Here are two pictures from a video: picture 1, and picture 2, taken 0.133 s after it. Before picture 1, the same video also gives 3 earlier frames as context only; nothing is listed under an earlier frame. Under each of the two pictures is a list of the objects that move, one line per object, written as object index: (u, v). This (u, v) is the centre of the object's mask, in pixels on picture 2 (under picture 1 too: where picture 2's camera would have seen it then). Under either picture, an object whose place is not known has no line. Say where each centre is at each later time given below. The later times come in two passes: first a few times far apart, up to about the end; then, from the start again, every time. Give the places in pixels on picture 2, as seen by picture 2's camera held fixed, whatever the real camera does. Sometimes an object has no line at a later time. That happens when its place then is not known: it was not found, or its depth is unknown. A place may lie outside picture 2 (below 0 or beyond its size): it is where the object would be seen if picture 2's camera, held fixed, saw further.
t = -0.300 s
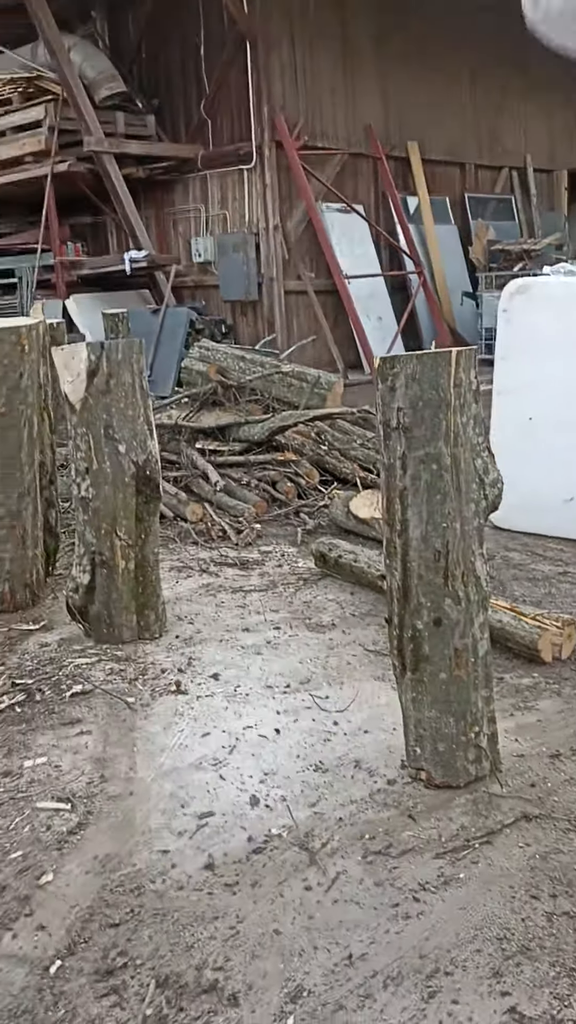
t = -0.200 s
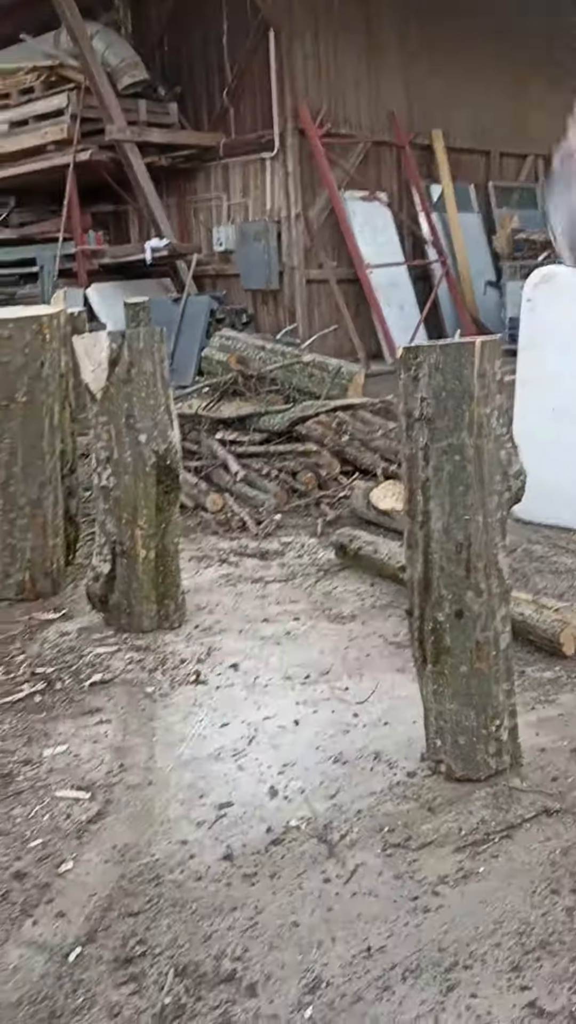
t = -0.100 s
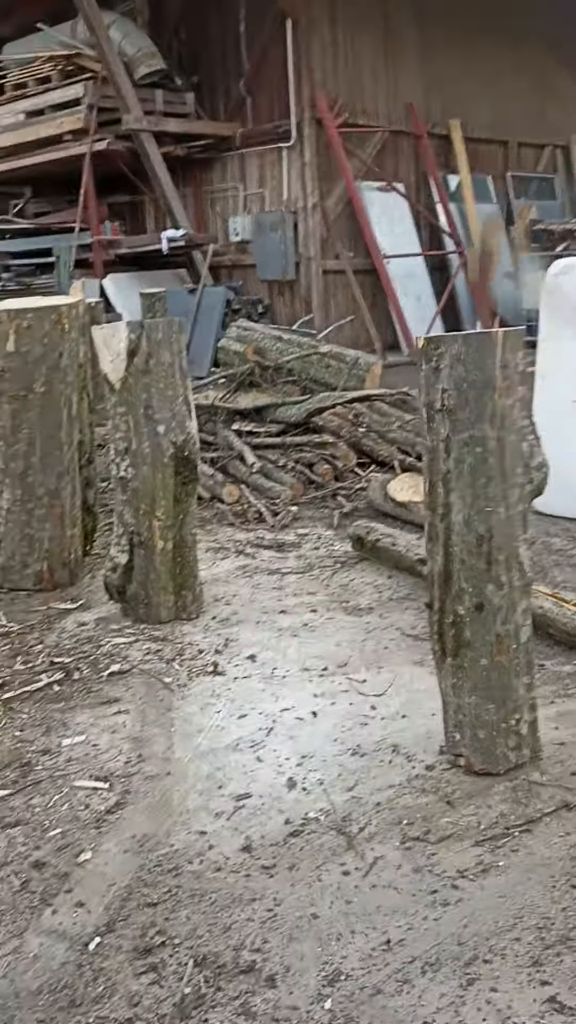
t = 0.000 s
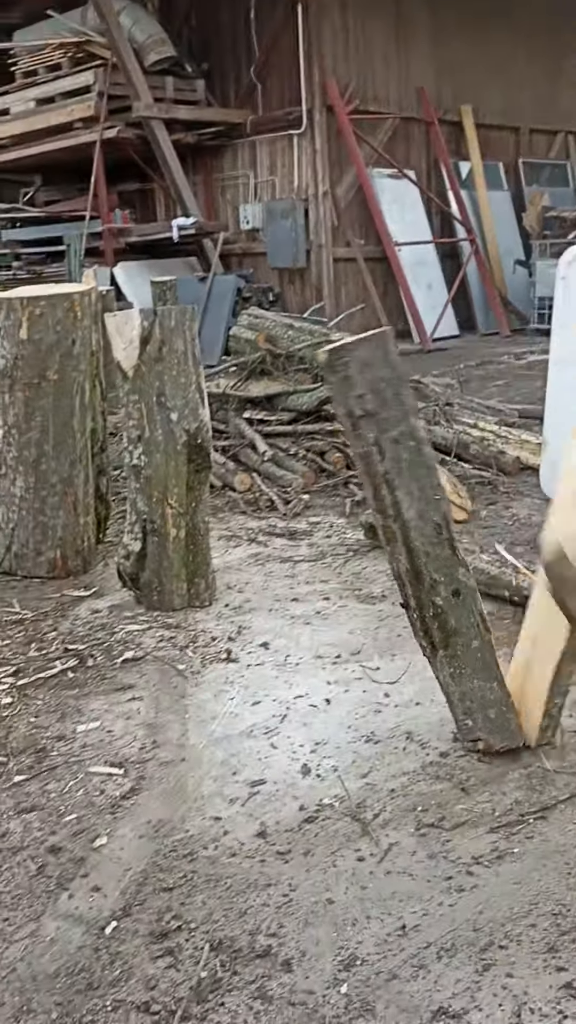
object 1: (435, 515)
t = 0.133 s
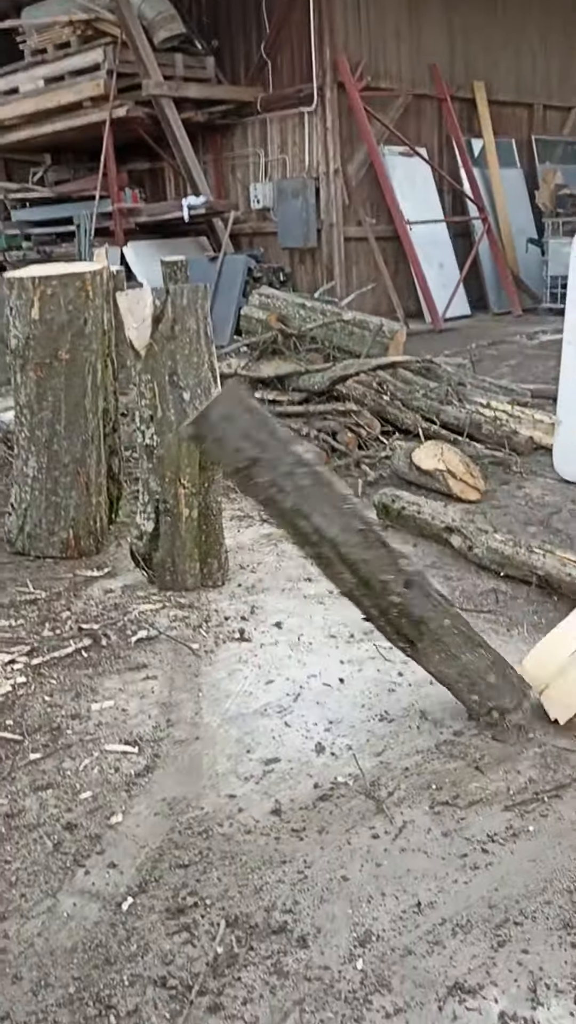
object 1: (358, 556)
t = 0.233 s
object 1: (298, 611)
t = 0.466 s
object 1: (207, 647)
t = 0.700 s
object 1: (187, 684)
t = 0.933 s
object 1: (182, 677)
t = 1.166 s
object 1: (168, 664)
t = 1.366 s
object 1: (165, 650)
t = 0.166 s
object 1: (333, 568)
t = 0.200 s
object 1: (314, 587)
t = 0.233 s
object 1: (298, 611)
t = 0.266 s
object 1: (281, 637)
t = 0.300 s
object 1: (268, 667)
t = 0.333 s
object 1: (250, 681)
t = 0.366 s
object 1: (246, 663)
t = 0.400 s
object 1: (234, 650)
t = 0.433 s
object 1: (220, 645)
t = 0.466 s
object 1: (207, 647)
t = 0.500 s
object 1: (201, 657)
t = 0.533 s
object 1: (196, 663)
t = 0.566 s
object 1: (192, 672)
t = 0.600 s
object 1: (189, 679)
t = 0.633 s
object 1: (185, 686)
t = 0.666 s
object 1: (186, 684)
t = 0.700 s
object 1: (187, 684)
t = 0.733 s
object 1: (185, 689)
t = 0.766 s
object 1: (185, 692)
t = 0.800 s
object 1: (186, 694)
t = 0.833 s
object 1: (184, 691)
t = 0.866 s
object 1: (184, 688)
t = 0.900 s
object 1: (183, 683)
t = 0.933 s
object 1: (182, 677)
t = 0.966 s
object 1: (180, 677)
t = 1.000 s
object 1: (180, 673)
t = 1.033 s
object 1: (180, 670)
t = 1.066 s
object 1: (180, 669)
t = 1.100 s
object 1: (178, 669)
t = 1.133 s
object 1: (170, 668)
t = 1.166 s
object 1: (168, 664)
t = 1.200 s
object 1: (168, 661)
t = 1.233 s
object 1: (167, 657)
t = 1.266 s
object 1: (167, 654)
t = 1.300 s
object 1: (166, 652)
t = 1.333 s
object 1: (166, 650)
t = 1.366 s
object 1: (165, 650)
